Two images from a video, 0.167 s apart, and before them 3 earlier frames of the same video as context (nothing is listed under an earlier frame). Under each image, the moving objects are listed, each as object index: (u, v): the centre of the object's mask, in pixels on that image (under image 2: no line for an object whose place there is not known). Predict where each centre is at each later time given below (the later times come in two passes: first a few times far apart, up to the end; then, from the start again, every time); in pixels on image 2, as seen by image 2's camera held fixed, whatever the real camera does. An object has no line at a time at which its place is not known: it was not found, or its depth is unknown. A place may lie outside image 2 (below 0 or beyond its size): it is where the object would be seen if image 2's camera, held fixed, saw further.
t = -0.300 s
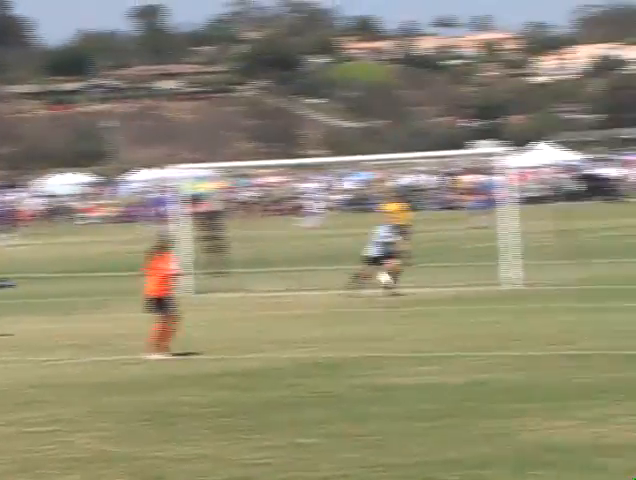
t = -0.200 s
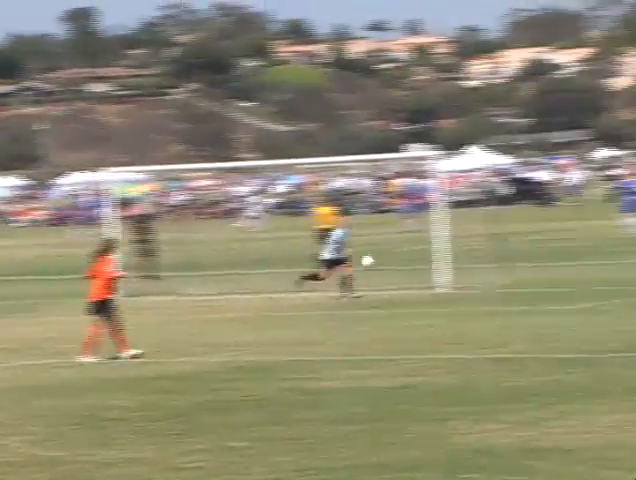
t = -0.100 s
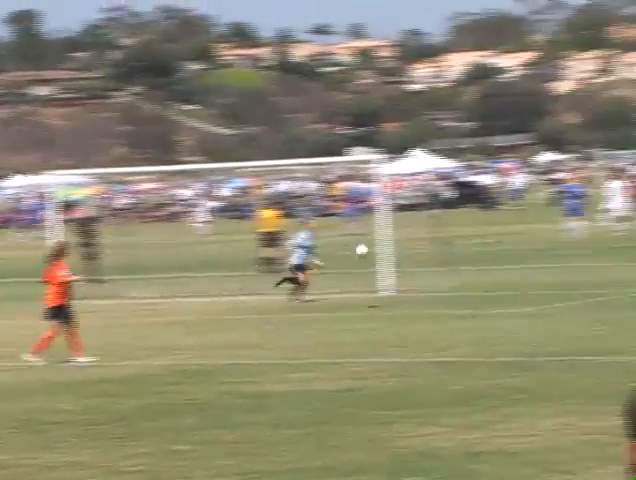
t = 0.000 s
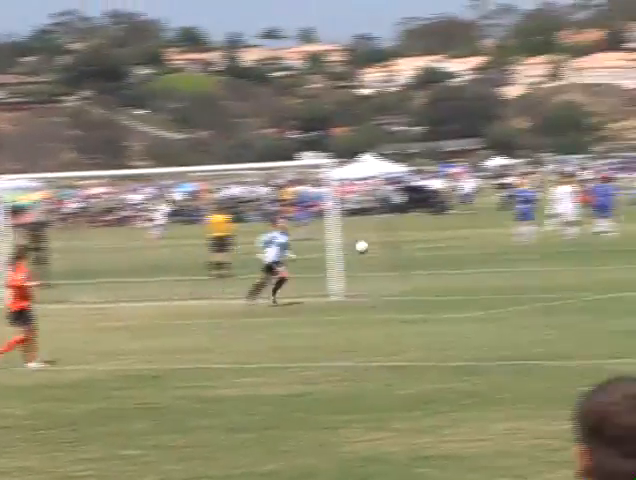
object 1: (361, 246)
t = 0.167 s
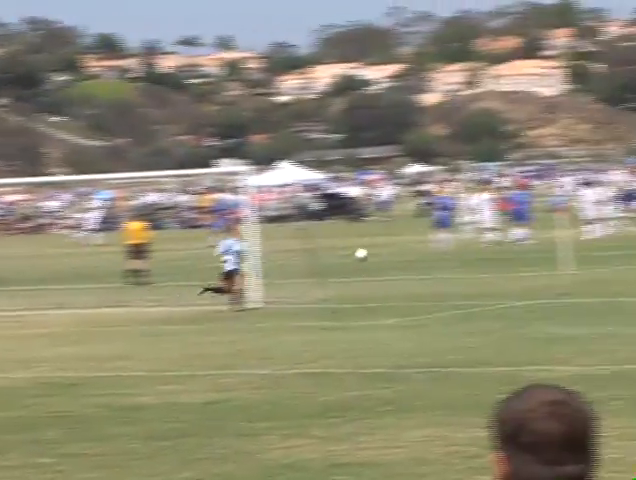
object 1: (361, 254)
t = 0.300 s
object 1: (424, 265)
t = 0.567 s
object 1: (533, 285)
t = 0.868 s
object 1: (624, 277)
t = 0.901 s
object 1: (634, 279)
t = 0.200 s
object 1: (376, 256)
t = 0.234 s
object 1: (393, 258)
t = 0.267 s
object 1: (409, 261)
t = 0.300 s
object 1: (424, 265)
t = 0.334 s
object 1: (439, 270)
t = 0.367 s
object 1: (455, 274)
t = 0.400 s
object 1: (470, 281)
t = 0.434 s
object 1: (485, 288)
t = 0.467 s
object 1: (500, 295)
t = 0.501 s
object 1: (511, 294)
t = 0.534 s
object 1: (522, 288)
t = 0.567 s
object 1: (533, 285)
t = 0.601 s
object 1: (543, 281)
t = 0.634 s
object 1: (553, 279)
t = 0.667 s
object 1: (564, 276)
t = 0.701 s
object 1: (574, 275)
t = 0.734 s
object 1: (584, 274)
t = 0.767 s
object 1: (594, 274)
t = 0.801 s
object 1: (605, 274)
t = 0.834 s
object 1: (614, 275)
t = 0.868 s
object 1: (624, 277)
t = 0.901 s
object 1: (634, 279)
